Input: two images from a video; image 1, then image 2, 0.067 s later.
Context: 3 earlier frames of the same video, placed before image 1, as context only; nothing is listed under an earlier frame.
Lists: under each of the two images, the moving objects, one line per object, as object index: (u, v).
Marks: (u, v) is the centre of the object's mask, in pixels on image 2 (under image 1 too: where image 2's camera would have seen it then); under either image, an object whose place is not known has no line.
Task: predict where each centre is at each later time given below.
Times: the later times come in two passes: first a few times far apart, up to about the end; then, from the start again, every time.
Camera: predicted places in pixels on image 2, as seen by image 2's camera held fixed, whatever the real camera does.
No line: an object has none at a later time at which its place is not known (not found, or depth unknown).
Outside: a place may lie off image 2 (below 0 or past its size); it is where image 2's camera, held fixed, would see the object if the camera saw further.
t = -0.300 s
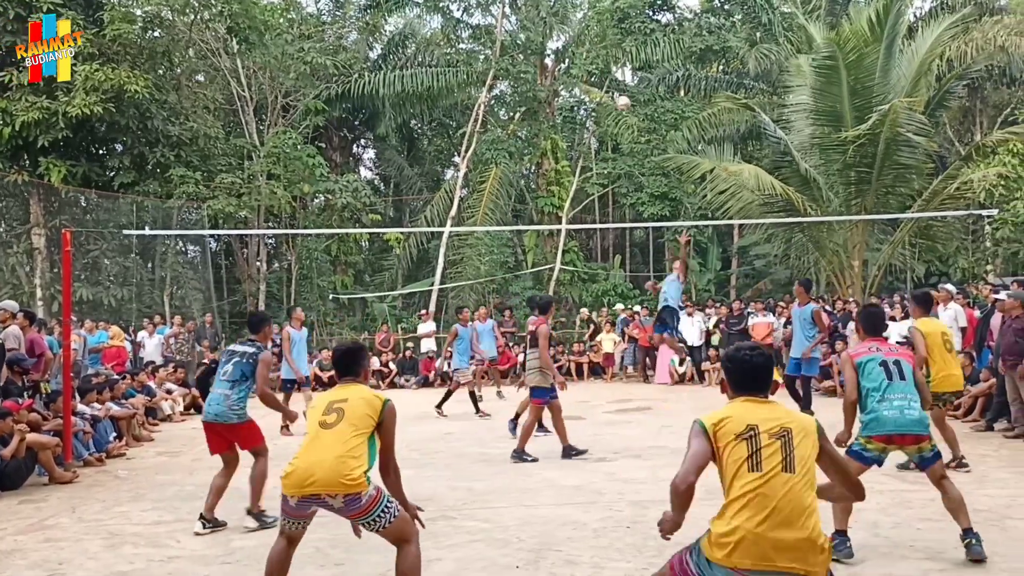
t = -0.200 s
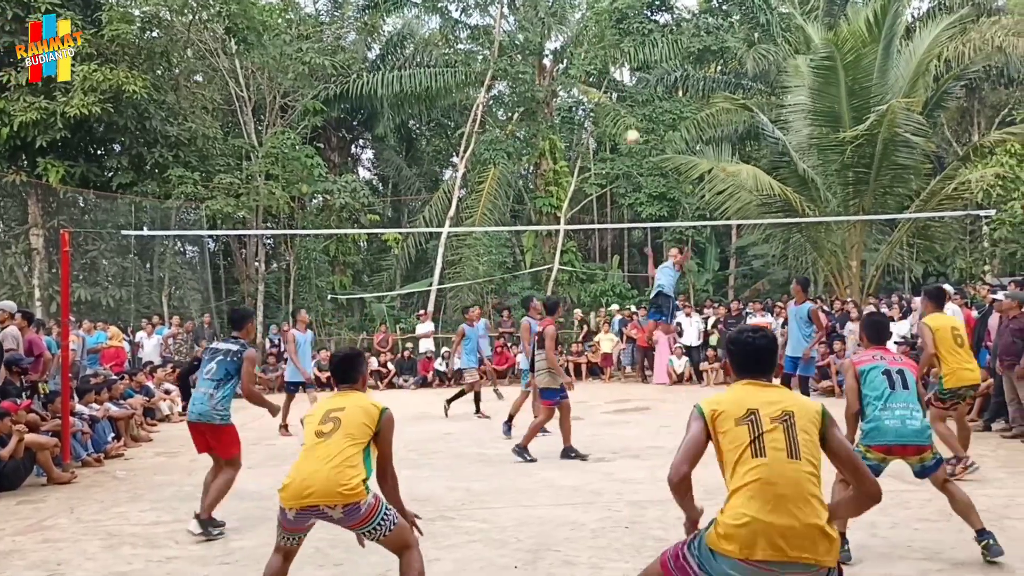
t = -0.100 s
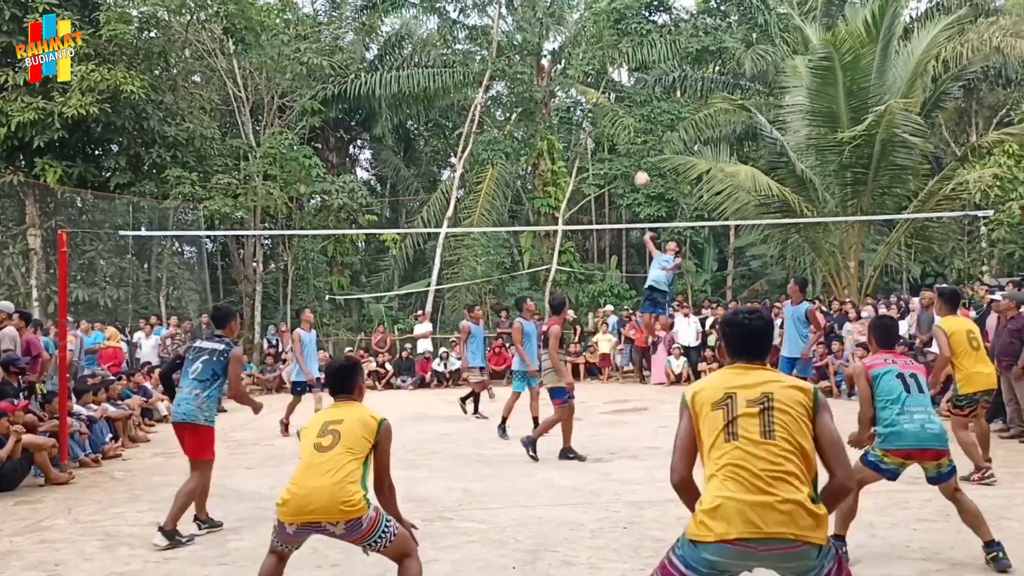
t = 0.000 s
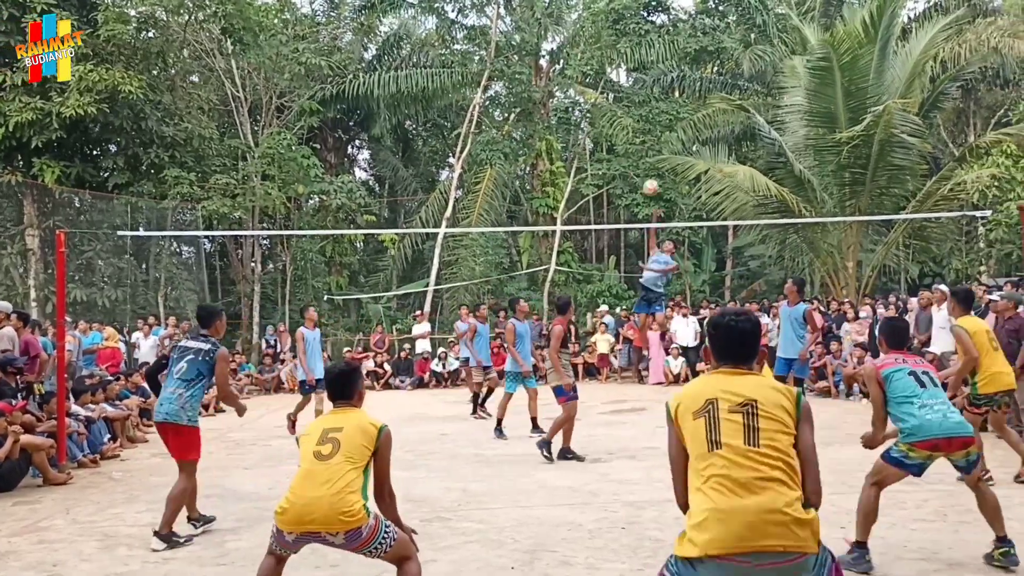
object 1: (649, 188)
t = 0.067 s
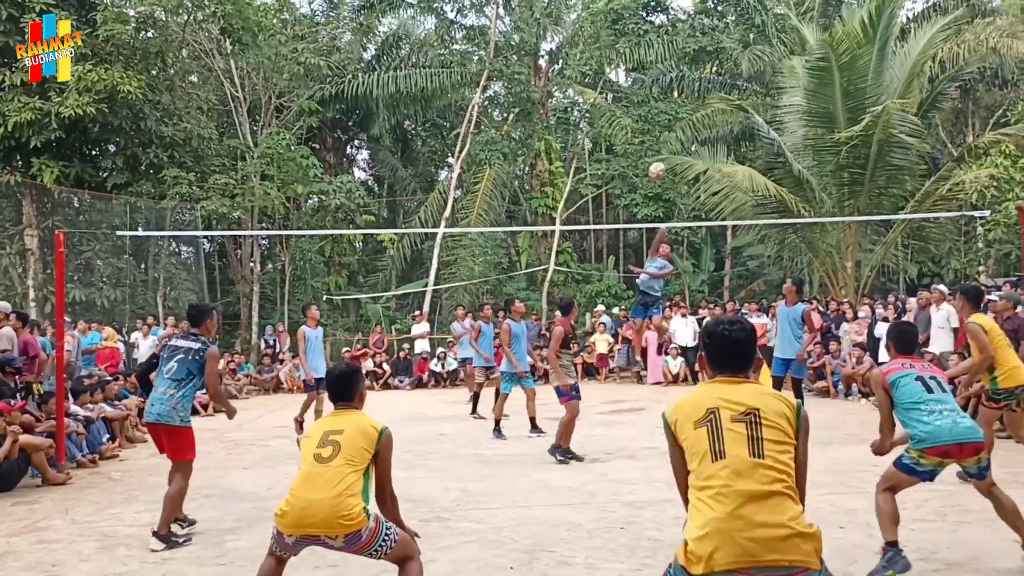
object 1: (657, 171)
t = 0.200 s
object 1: (675, 142)
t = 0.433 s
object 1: (721, 112)
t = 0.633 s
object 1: (780, 137)
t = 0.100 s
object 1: (661, 163)
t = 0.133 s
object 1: (665, 155)
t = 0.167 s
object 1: (670, 148)
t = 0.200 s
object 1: (675, 142)
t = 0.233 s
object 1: (681, 135)
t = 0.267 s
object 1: (686, 130)
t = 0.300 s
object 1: (692, 124)
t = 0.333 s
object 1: (697, 119)
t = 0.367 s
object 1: (704, 115)
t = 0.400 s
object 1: (711, 112)
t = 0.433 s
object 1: (721, 112)
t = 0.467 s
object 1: (728, 111)
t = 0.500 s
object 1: (737, 112)
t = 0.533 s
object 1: (746, 115)
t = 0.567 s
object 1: (757, 121)
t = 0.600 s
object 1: (768, 128)
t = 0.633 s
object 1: (780, 137)
